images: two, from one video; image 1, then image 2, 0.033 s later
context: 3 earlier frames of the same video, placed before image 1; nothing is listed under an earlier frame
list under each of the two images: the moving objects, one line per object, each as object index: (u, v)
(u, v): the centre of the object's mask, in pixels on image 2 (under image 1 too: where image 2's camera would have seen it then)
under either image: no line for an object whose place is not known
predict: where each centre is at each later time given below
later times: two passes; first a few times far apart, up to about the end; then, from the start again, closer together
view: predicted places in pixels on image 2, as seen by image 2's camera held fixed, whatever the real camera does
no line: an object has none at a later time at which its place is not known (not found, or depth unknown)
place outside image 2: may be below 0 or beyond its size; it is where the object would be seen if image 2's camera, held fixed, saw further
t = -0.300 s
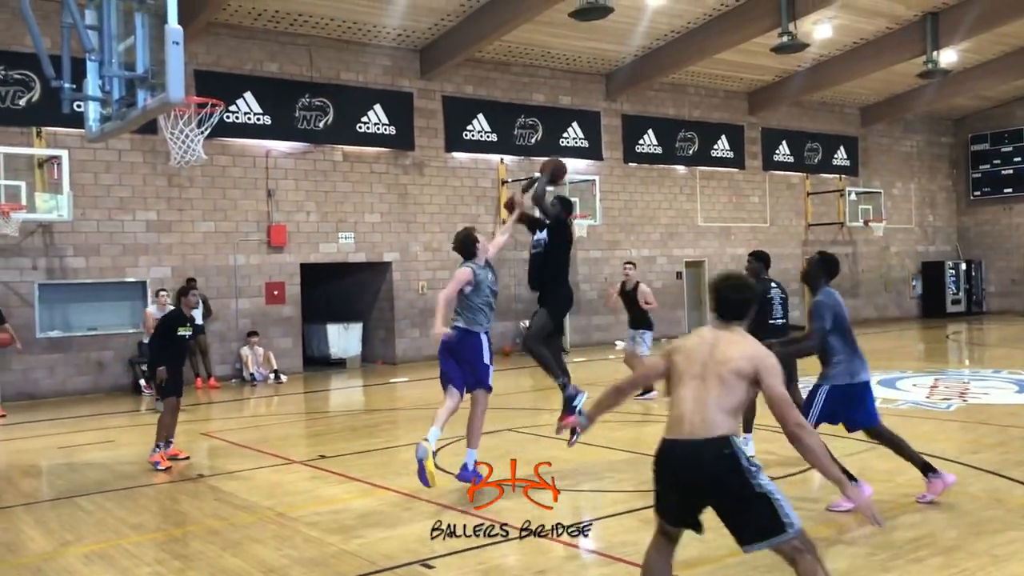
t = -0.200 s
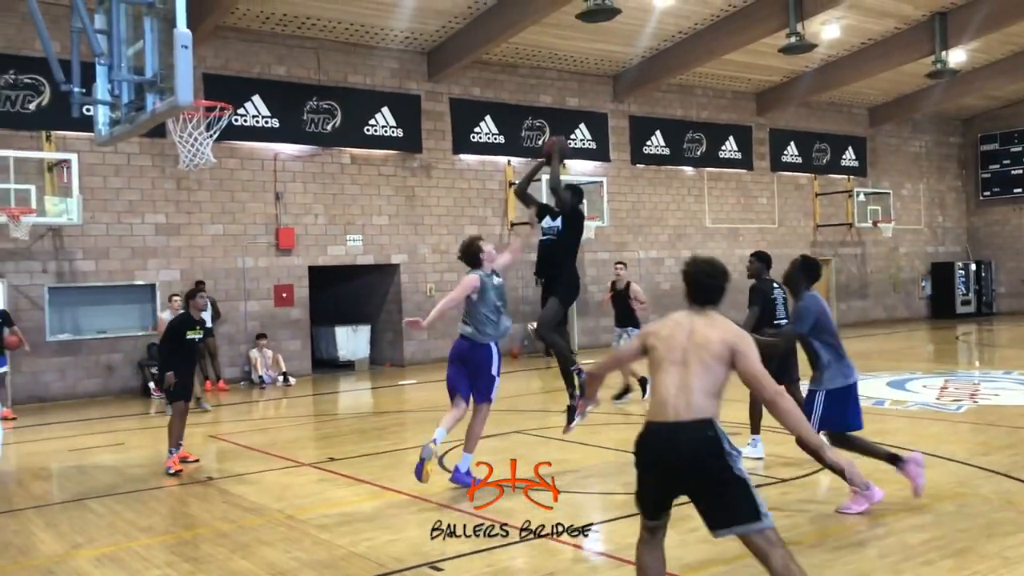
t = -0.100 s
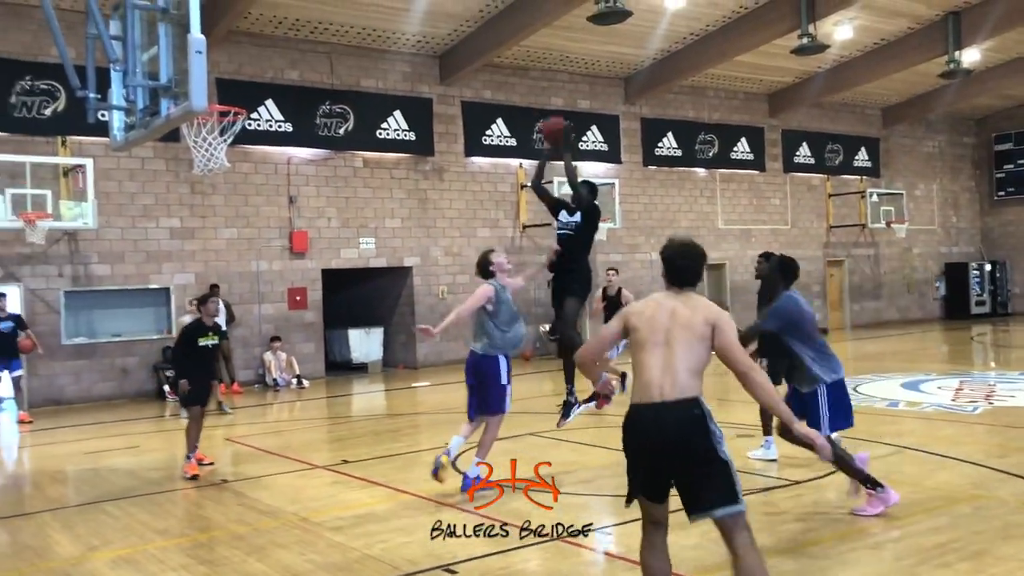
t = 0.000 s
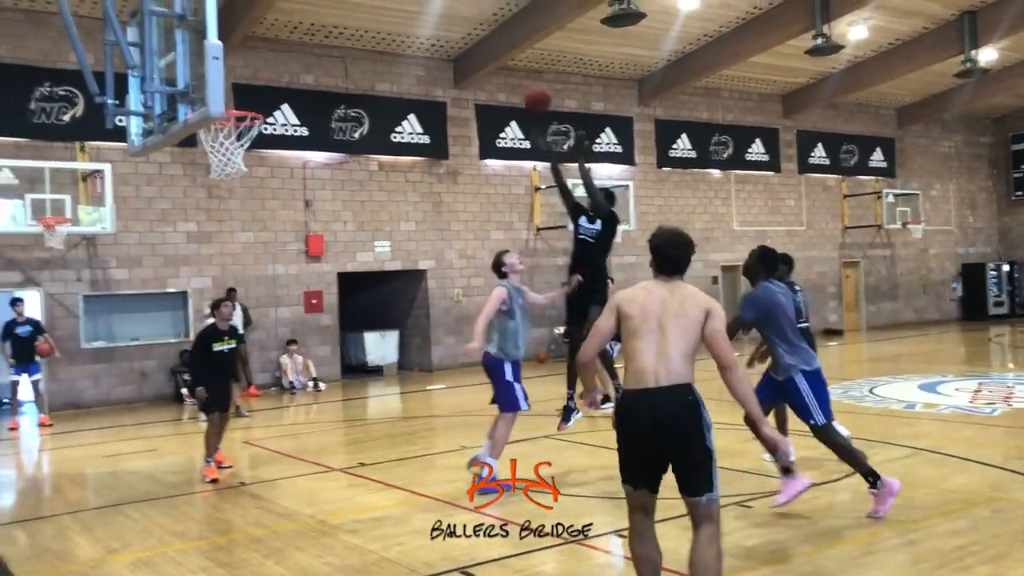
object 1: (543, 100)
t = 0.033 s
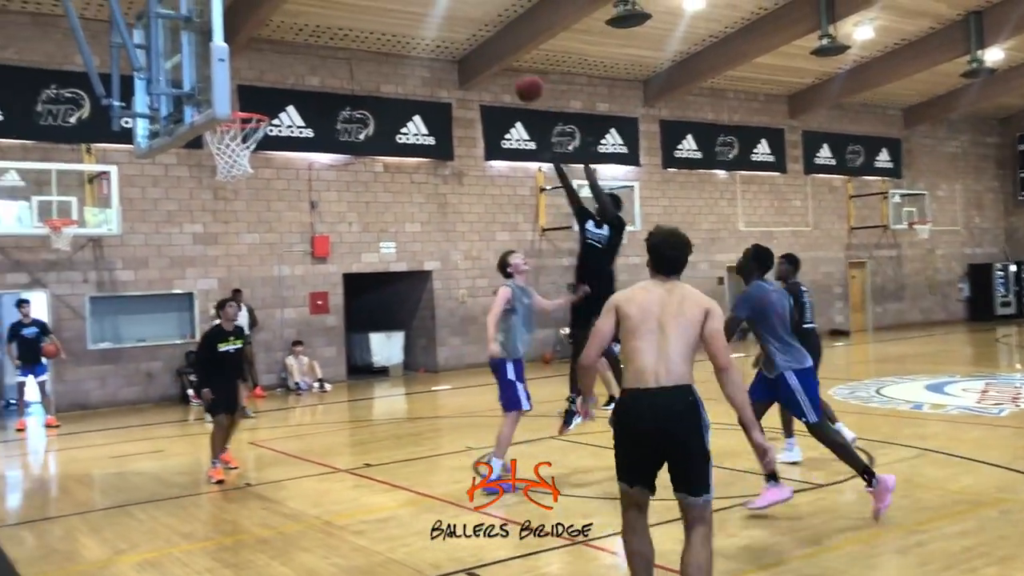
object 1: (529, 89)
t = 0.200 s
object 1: (460, 47)
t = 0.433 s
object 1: (354, 40)
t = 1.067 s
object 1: (281, 178)
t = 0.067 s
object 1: (515, 78)
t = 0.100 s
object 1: (501, 67)
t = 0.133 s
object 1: (486, 59)
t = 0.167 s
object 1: (474, 52)
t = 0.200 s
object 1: (460, 47)
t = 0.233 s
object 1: (445, 43)
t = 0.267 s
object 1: (431, 40)
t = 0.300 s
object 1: (416, 37)
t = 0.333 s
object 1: (399, 36)
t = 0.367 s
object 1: (385, 36)
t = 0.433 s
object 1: (354, 40)
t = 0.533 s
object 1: (308, 57)
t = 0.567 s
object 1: (292, 66)
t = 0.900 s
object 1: (267, 165)
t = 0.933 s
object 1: (270, 165)
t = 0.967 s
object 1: (274, 167)
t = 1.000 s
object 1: (276, 170)
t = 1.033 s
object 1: (280, 173)
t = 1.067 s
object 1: (281, 178)
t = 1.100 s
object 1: (284, 185)
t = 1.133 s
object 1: (286, 194)
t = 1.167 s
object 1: (289, 205)
